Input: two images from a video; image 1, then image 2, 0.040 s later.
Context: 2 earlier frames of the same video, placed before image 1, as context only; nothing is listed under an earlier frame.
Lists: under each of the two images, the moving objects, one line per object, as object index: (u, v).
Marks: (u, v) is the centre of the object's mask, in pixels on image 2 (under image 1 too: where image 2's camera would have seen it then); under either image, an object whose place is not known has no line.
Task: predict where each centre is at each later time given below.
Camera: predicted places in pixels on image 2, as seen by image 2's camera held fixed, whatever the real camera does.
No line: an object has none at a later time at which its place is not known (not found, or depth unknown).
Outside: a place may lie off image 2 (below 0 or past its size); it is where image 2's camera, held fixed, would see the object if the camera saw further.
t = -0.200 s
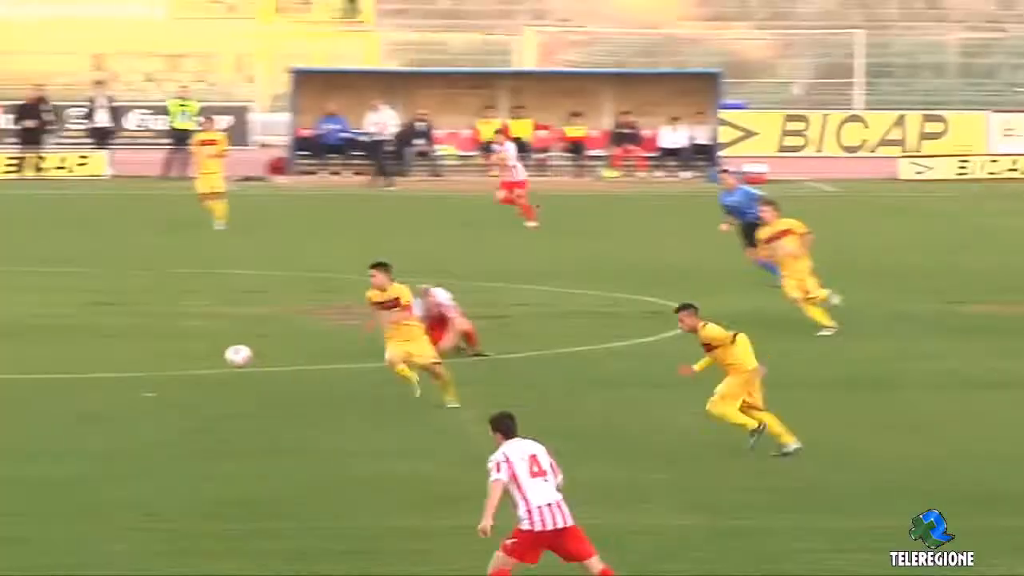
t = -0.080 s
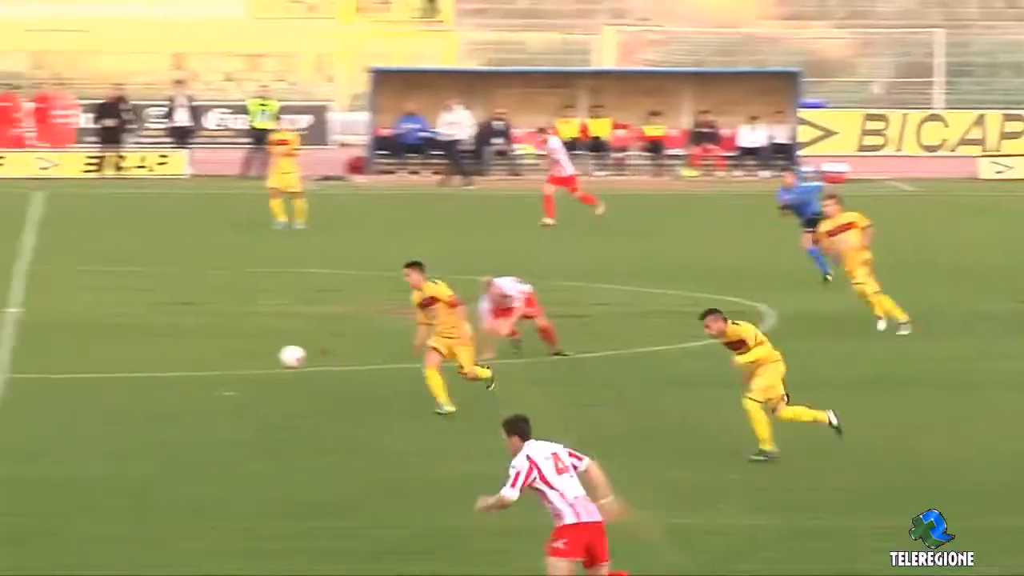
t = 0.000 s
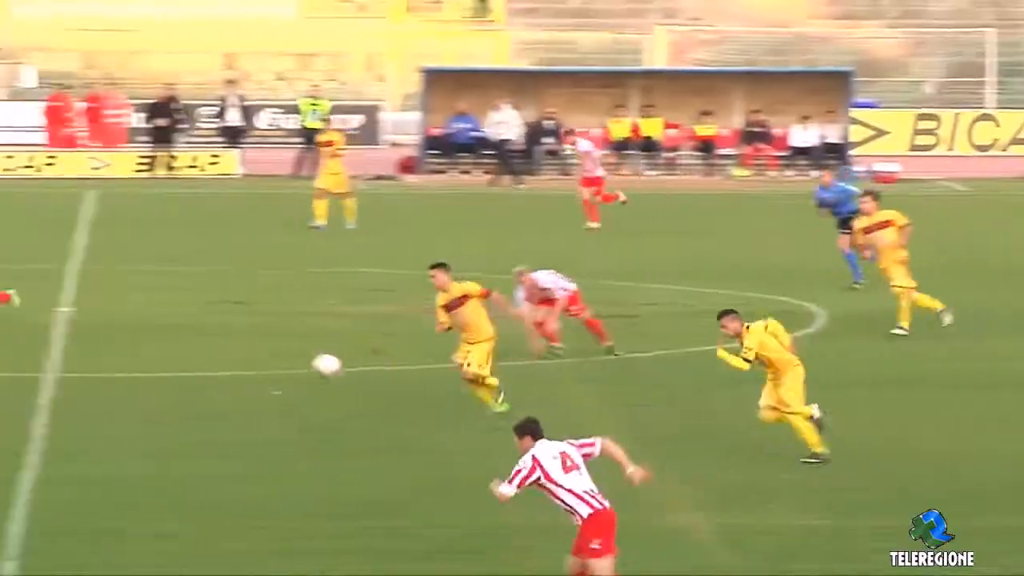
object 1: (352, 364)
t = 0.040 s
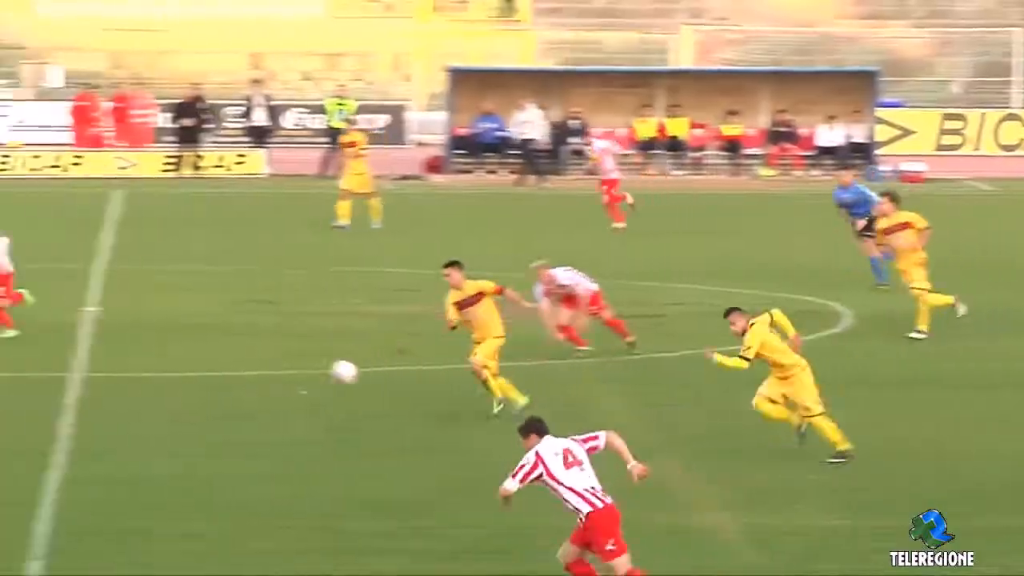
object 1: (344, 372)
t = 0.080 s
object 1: (337, 382)
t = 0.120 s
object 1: (329, 391)
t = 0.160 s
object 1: (323, 404)
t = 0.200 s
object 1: (316, 419)
